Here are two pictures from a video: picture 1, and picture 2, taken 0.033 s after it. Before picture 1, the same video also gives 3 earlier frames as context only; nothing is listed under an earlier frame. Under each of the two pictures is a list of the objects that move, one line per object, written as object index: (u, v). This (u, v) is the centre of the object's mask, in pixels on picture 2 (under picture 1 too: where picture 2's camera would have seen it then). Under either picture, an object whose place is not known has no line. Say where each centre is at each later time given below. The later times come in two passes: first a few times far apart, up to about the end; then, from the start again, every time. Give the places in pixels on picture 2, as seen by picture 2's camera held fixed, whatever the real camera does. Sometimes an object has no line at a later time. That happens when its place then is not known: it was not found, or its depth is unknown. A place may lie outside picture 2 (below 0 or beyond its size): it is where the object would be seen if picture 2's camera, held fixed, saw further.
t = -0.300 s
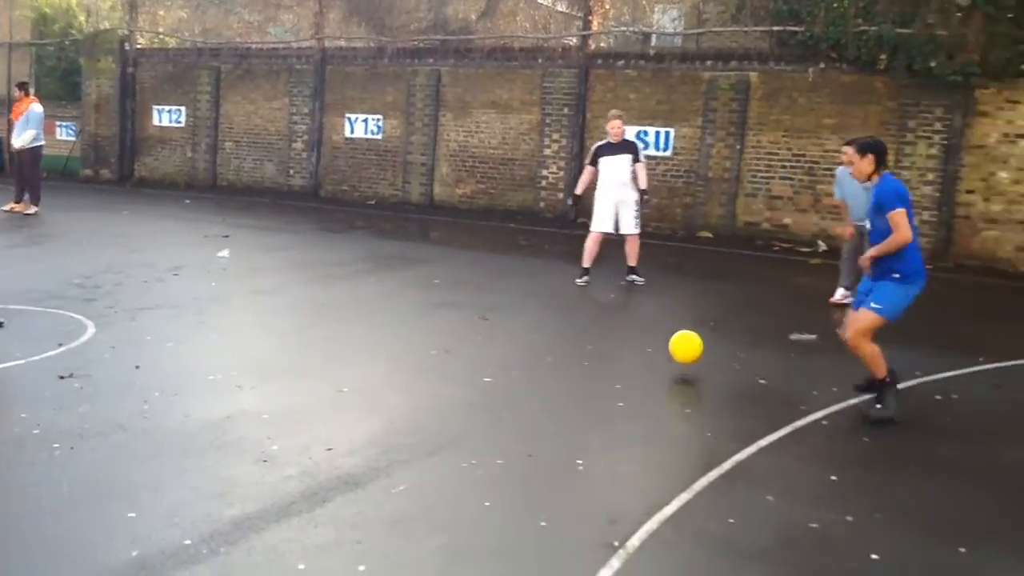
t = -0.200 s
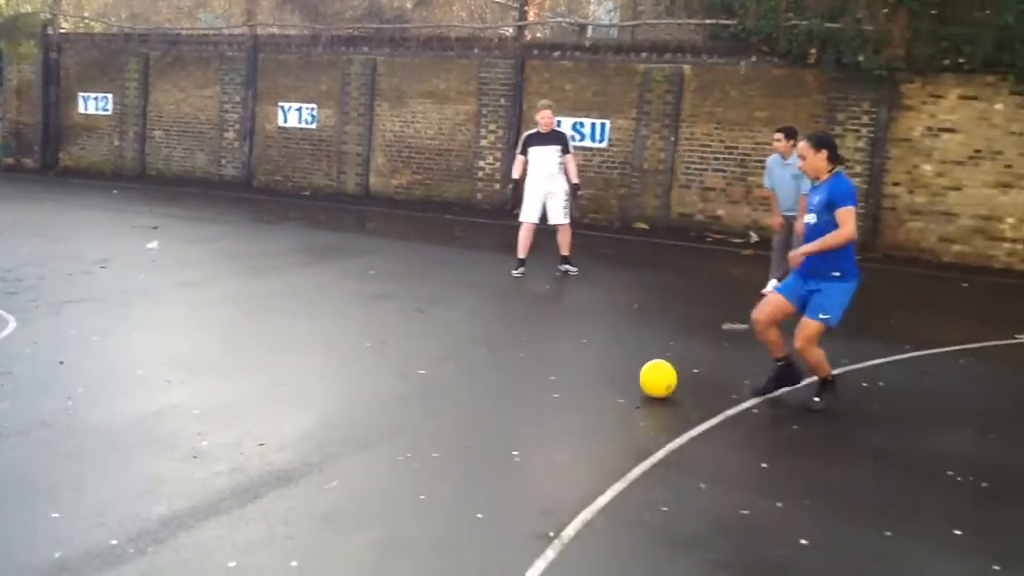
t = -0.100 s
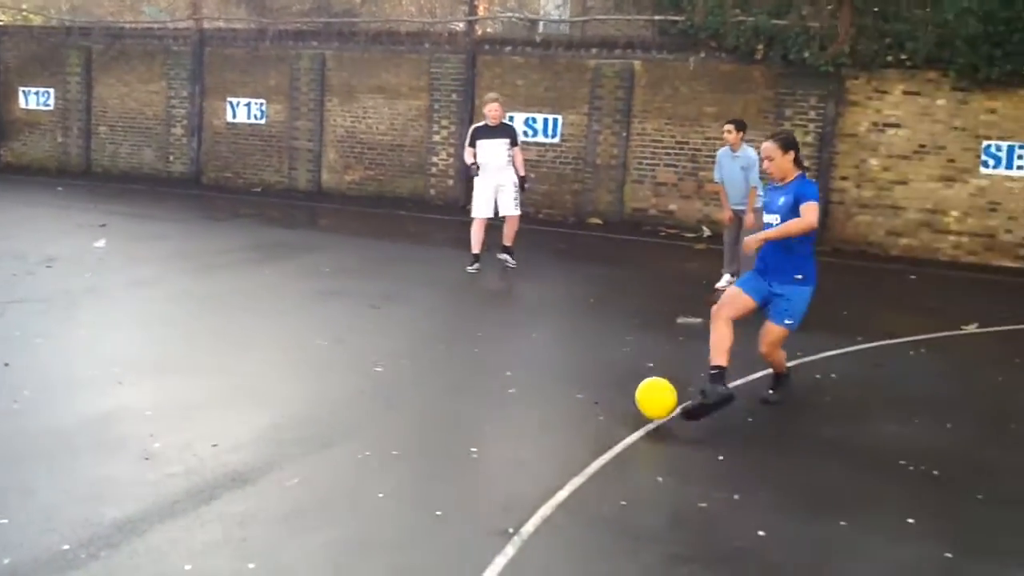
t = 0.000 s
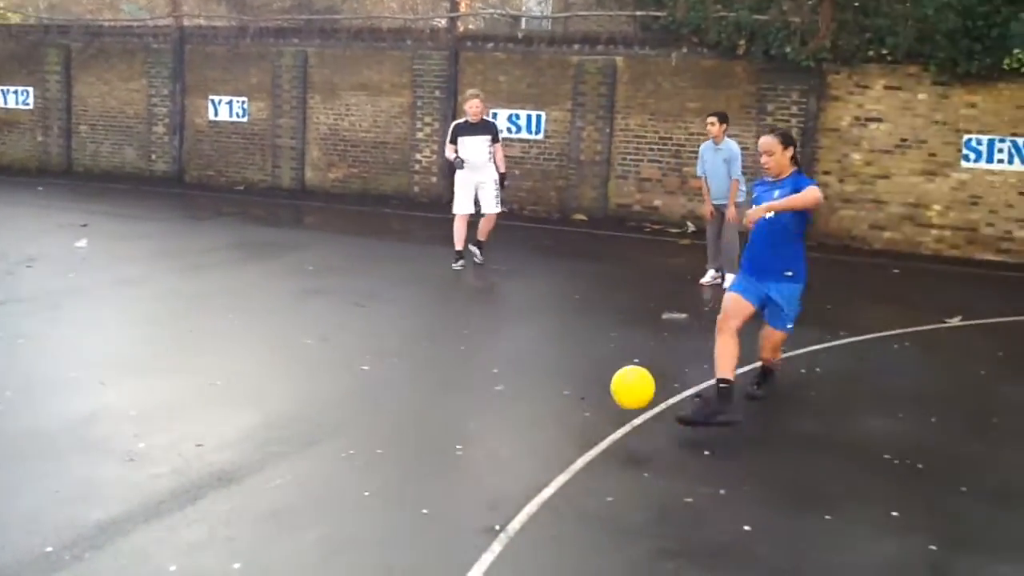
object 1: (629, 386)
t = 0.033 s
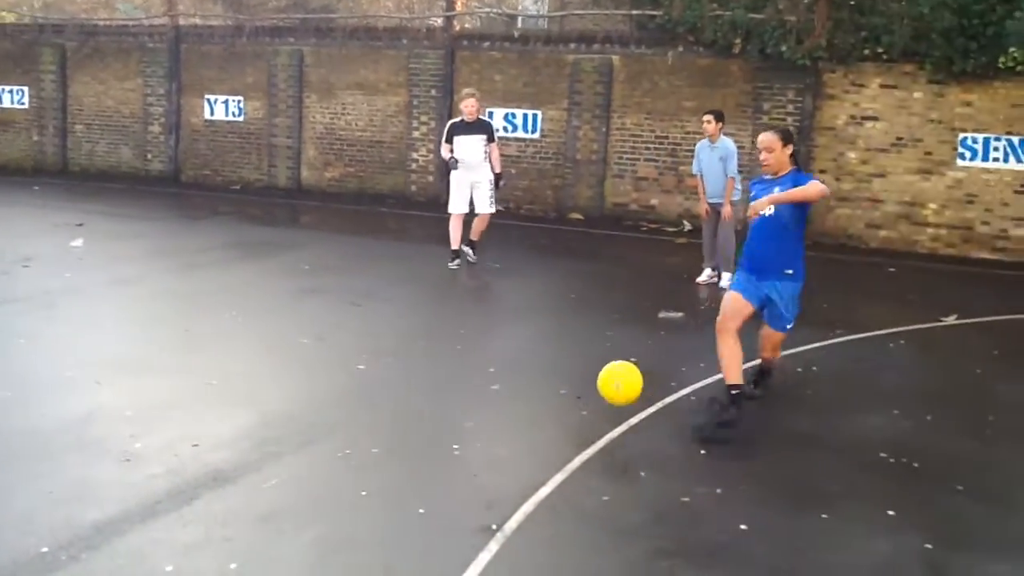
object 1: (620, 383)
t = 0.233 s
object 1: (554, 409)
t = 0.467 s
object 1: (470, 469)
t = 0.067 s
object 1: (610, 381)
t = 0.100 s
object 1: (600, 382)
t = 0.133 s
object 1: (589, 384)
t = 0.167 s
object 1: (578, 390)
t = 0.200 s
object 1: (566, 398)
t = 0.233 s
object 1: (554, 409)
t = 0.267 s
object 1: (541, 423)
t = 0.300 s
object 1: (528, 440)
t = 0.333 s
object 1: (514, 461)
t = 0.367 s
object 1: (500, 482)
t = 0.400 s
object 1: (491, 476)
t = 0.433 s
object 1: (480, 471)
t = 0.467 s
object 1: (470, 469)
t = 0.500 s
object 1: (458, 469)
